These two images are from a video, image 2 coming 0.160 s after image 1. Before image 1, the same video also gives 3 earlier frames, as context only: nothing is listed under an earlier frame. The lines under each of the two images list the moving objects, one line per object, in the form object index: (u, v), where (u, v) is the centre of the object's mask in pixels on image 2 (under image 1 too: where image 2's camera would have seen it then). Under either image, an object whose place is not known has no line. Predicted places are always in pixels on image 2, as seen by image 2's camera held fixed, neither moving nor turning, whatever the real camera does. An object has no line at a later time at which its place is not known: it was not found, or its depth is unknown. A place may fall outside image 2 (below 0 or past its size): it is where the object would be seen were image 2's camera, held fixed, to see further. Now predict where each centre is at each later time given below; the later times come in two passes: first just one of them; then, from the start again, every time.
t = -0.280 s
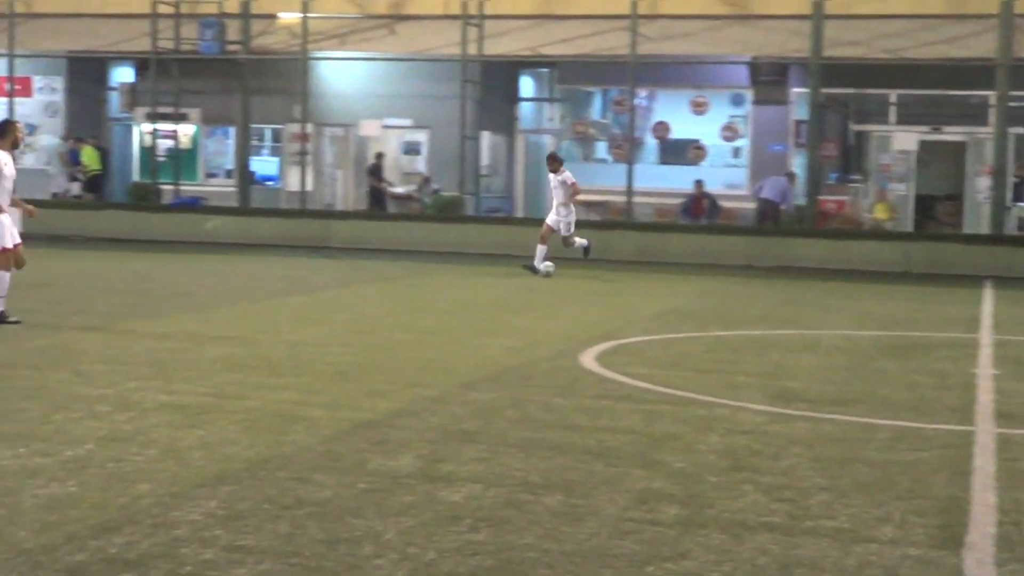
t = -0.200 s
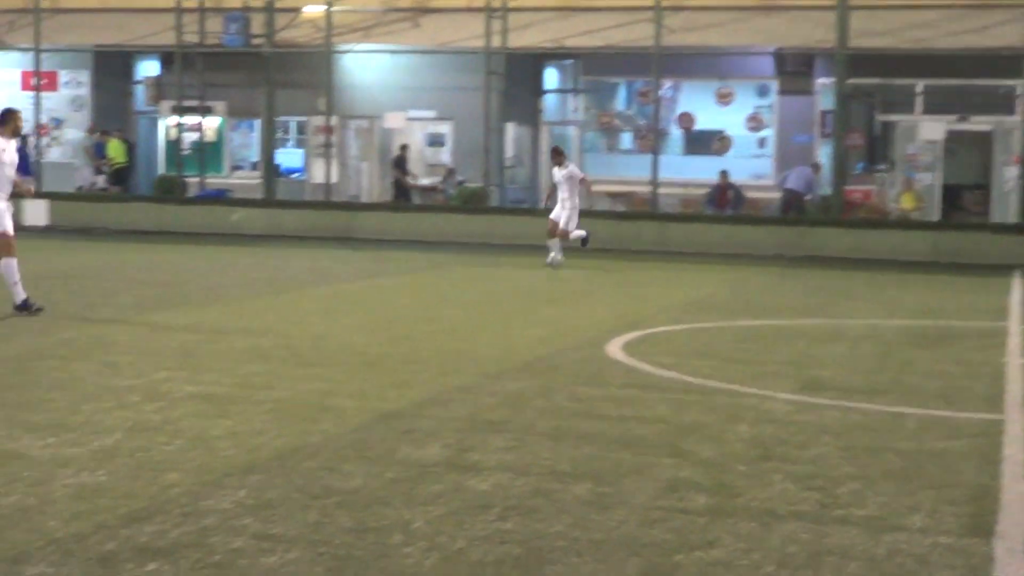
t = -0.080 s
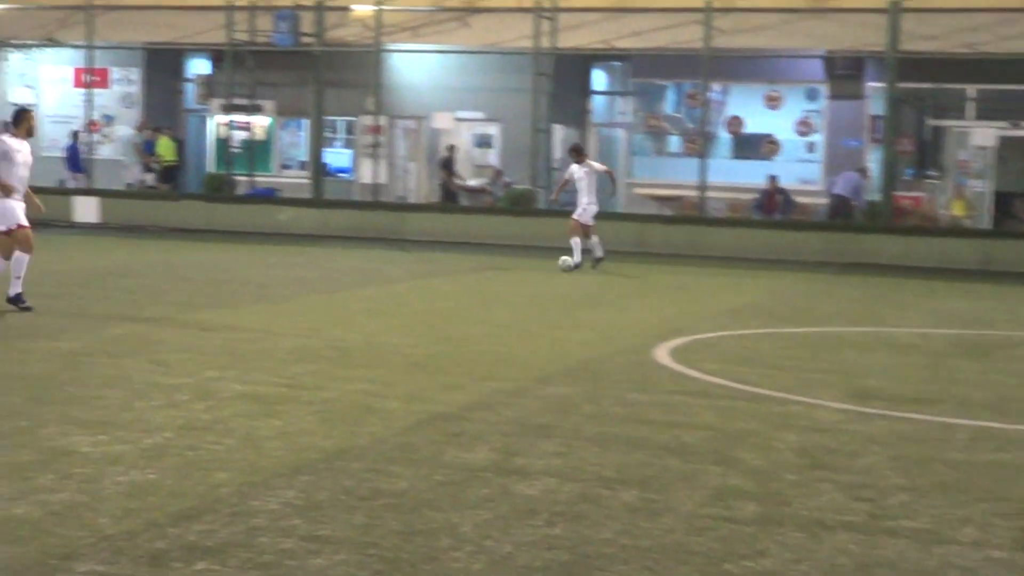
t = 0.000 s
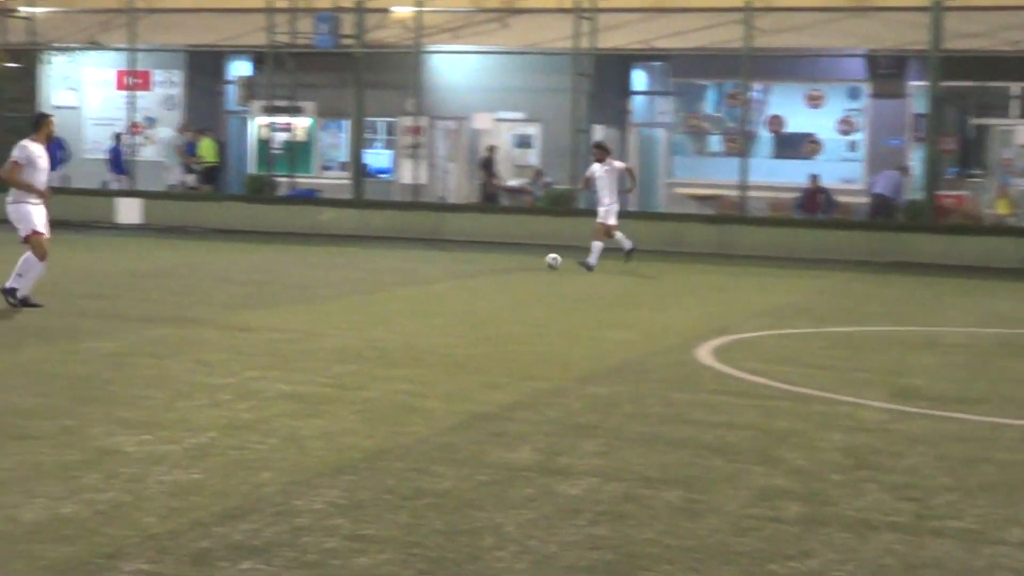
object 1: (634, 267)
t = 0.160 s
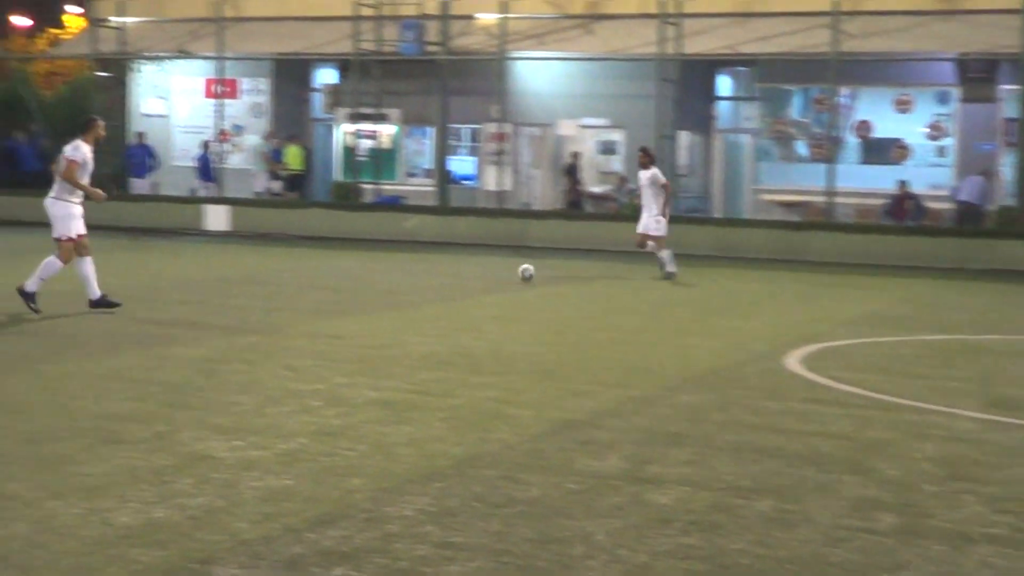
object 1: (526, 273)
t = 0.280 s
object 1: (445, 275)
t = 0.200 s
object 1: (499, 272)
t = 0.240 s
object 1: (473, 273)
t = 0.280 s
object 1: (445, 275)
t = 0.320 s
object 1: (416, 278)
